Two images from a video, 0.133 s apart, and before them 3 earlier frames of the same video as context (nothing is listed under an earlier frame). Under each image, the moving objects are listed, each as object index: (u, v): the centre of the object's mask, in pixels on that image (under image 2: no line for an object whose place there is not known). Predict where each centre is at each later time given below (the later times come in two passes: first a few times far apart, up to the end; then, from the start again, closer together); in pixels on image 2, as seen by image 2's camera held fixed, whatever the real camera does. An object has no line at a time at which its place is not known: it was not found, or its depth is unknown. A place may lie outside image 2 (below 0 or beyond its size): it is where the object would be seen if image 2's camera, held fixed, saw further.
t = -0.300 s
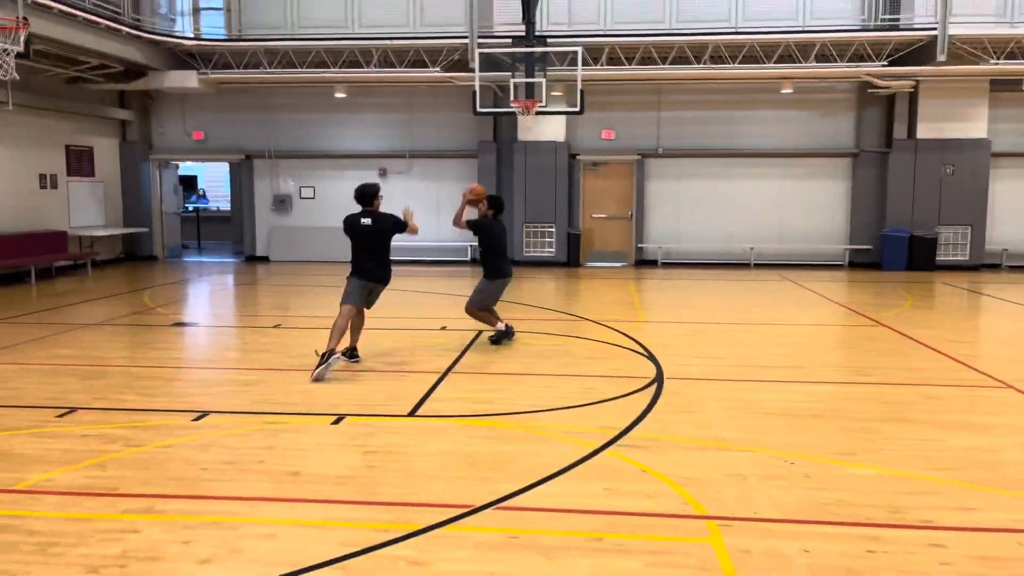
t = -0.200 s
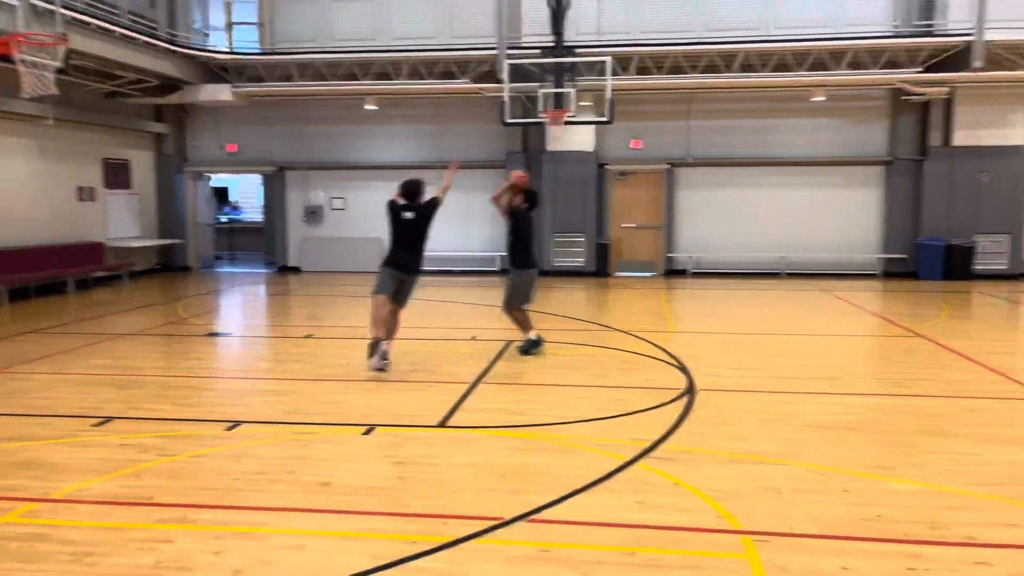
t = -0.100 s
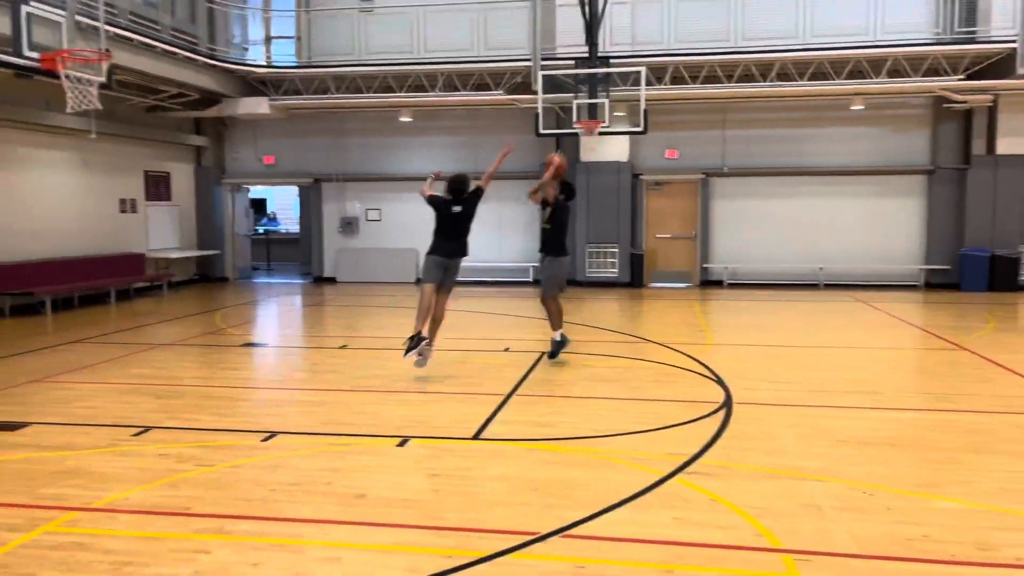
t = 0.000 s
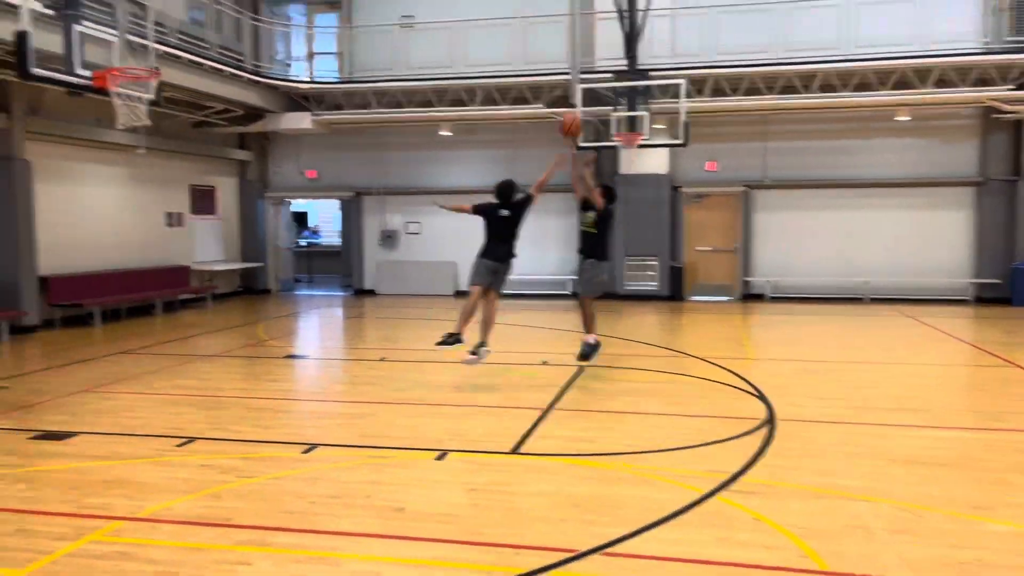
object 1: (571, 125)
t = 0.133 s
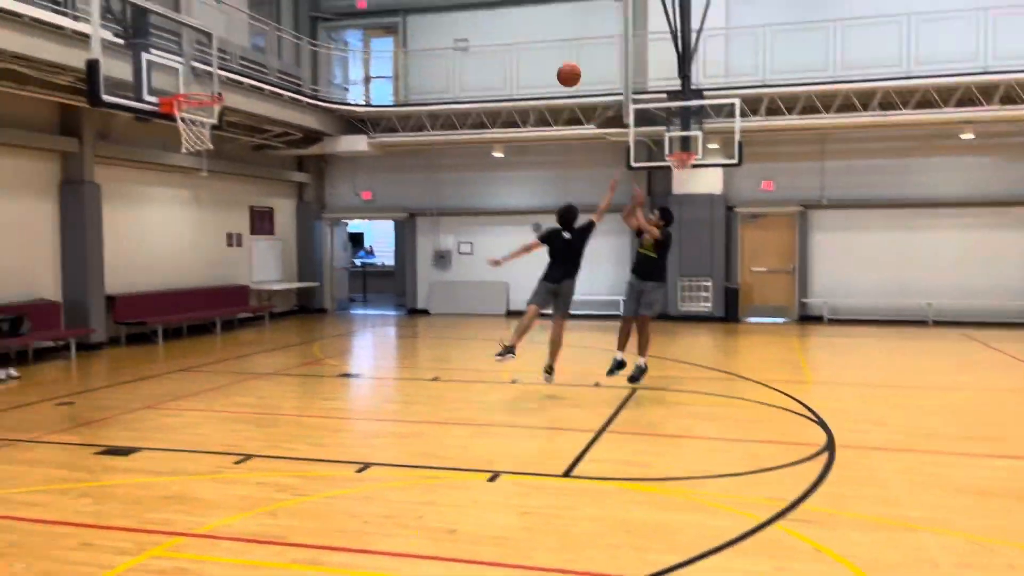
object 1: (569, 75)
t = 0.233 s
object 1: (529, 33)
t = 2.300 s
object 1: (234, 334)
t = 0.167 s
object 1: (555, 60)
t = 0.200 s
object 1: (542, 46)
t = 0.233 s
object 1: (529, 33)
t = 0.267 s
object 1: (516, 22)
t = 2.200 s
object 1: (235, 267)
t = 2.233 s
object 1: (235, 289)
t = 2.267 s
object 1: (234, 311)
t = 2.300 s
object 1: (234, 334)
